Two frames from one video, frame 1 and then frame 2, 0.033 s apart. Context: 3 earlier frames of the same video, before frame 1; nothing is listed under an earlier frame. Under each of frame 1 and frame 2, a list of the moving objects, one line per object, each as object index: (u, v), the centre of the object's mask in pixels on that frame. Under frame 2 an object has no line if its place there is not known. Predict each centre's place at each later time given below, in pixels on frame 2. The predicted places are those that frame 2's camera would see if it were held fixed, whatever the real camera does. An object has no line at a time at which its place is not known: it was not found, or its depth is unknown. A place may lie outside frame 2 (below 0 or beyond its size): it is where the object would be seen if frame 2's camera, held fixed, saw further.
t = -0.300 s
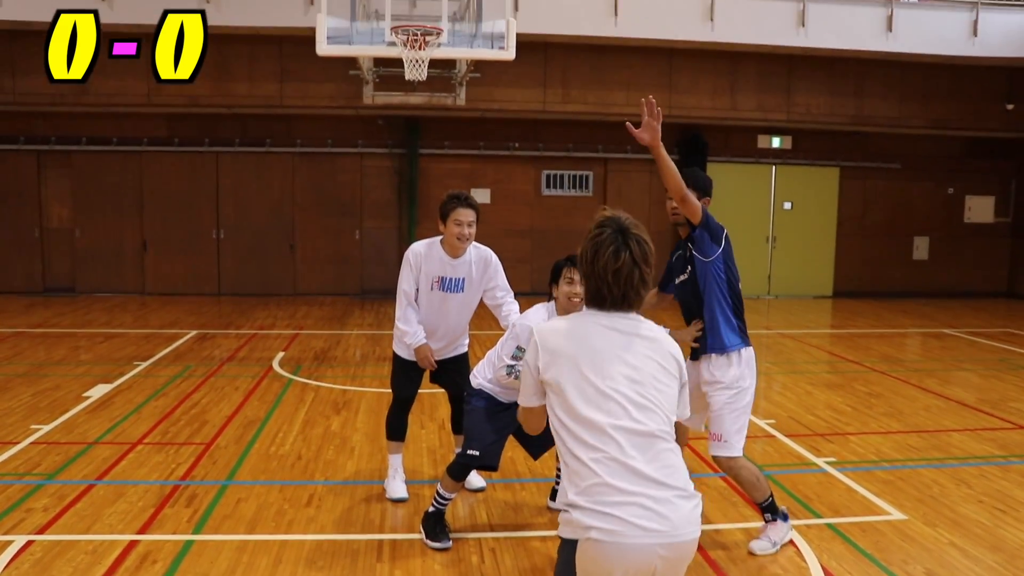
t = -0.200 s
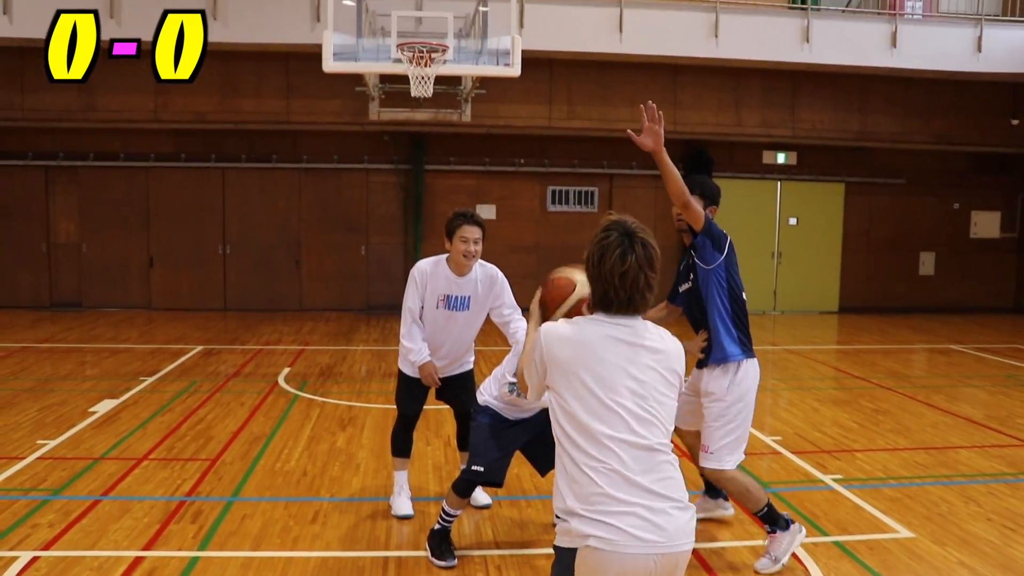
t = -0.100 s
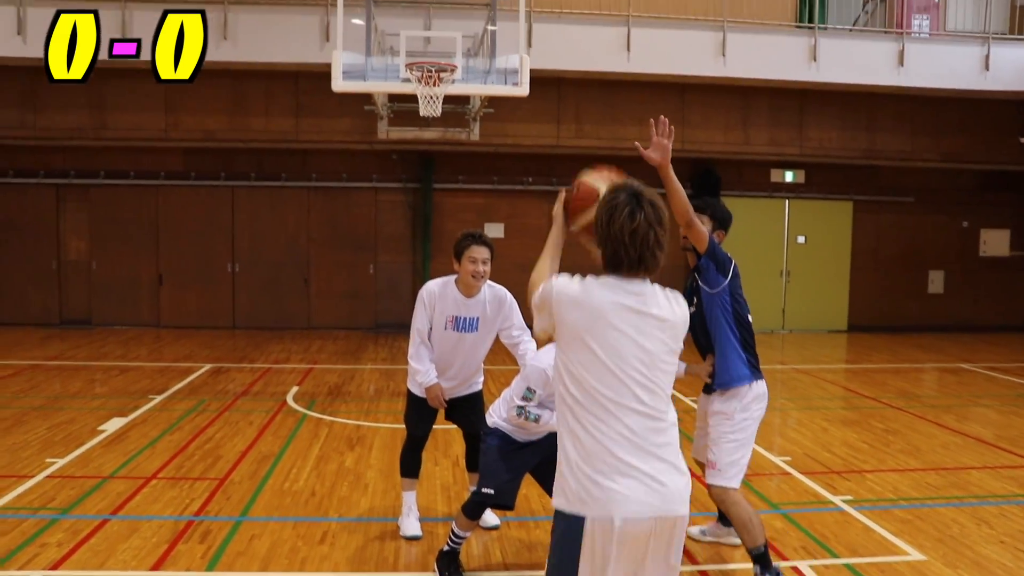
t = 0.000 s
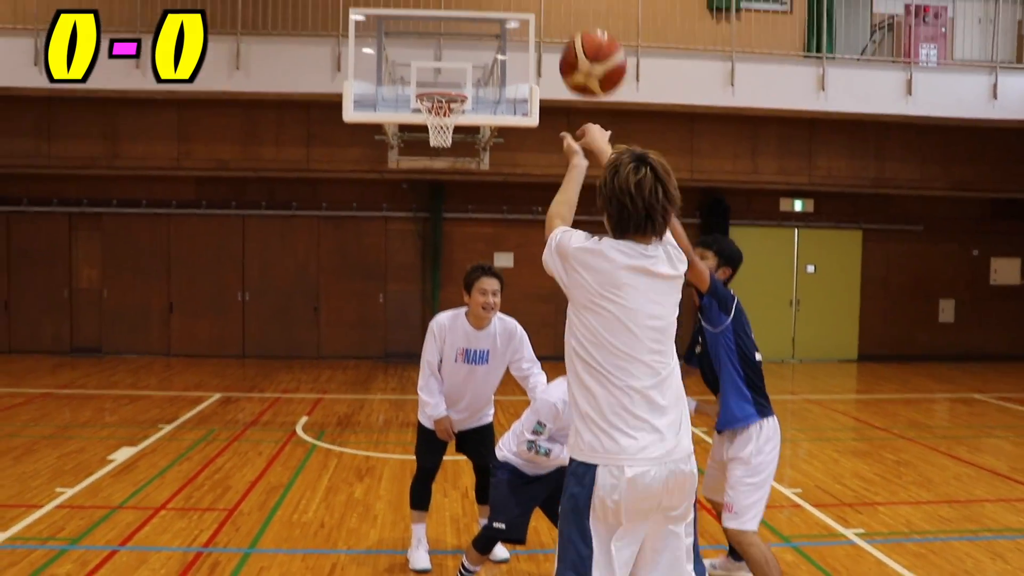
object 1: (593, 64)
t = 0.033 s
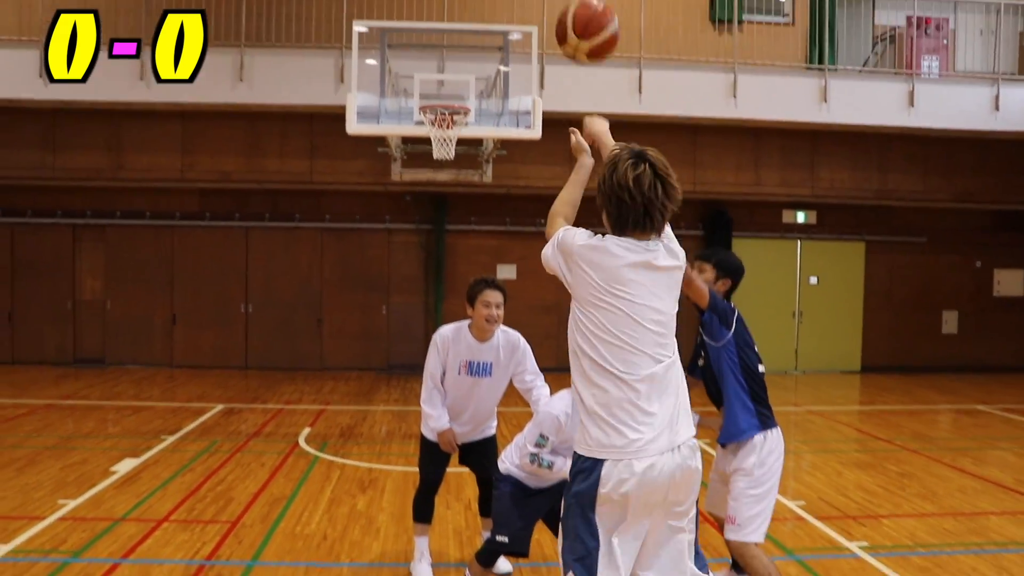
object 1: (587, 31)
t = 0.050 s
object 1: (582, 13)
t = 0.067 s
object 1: (578, -2)
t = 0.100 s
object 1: (571, -28)
